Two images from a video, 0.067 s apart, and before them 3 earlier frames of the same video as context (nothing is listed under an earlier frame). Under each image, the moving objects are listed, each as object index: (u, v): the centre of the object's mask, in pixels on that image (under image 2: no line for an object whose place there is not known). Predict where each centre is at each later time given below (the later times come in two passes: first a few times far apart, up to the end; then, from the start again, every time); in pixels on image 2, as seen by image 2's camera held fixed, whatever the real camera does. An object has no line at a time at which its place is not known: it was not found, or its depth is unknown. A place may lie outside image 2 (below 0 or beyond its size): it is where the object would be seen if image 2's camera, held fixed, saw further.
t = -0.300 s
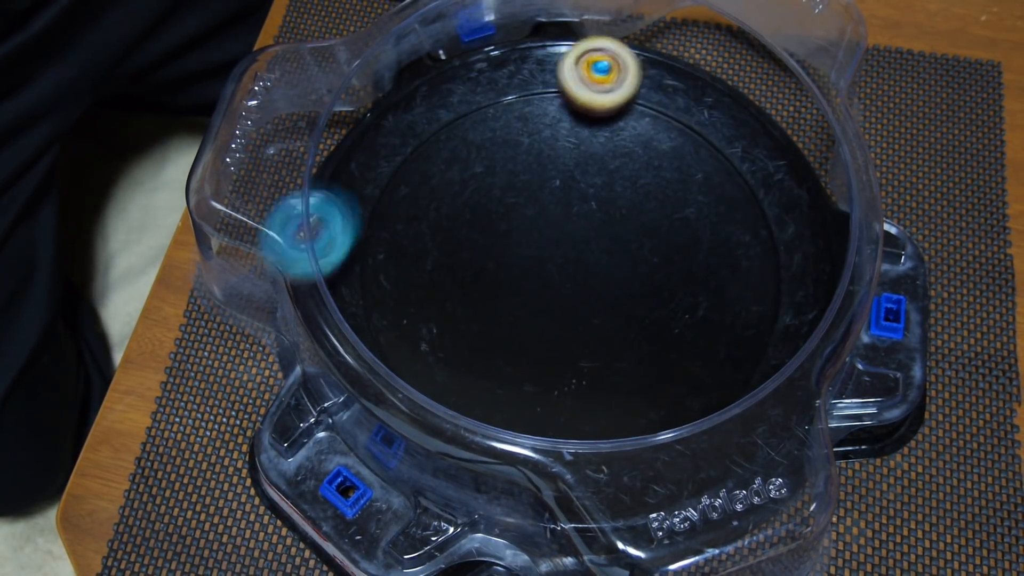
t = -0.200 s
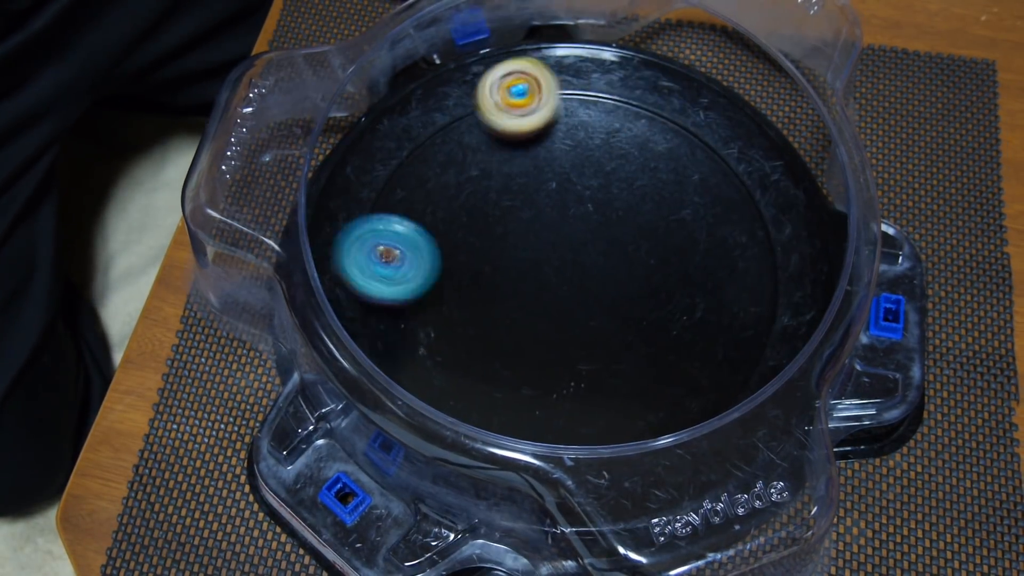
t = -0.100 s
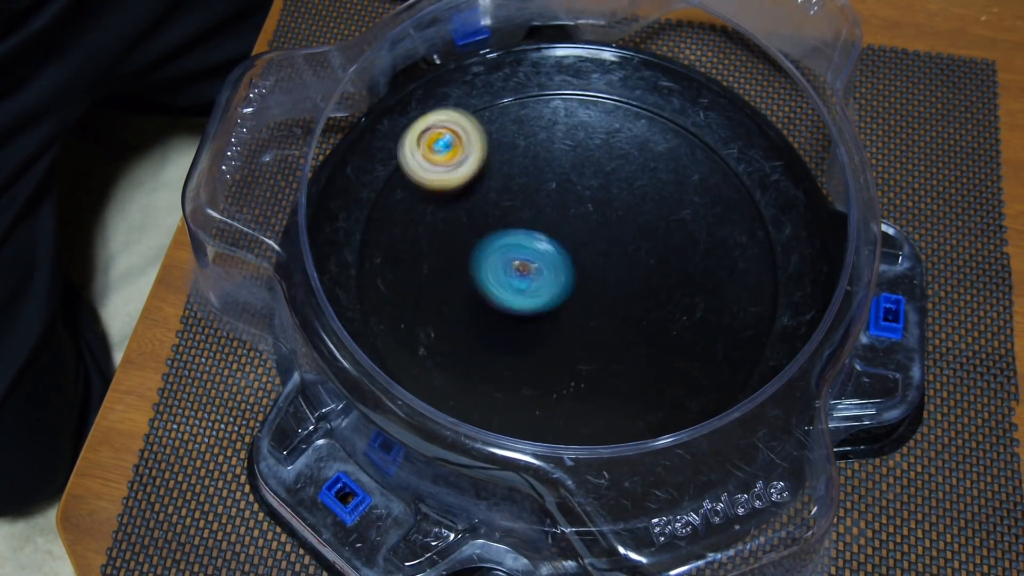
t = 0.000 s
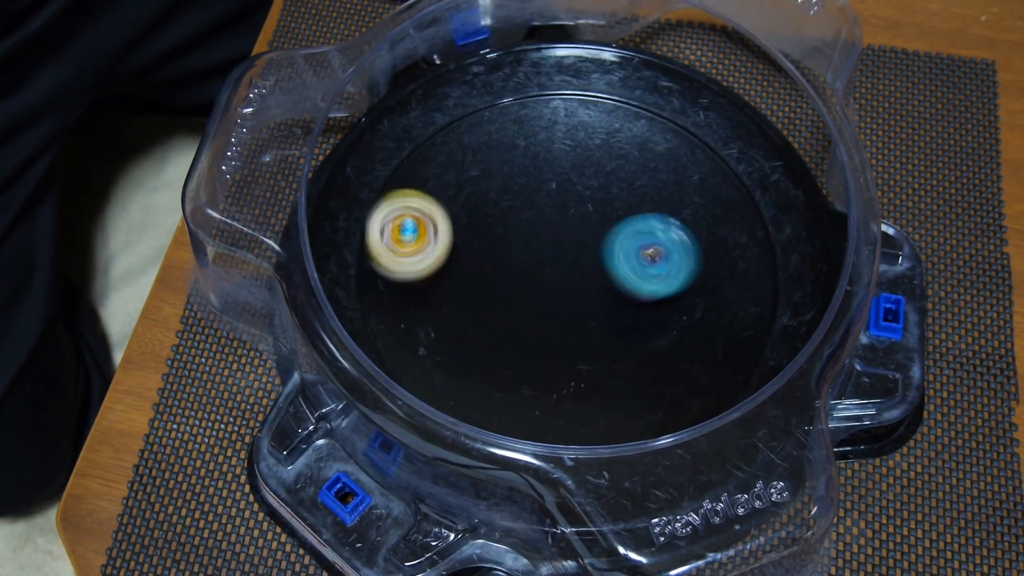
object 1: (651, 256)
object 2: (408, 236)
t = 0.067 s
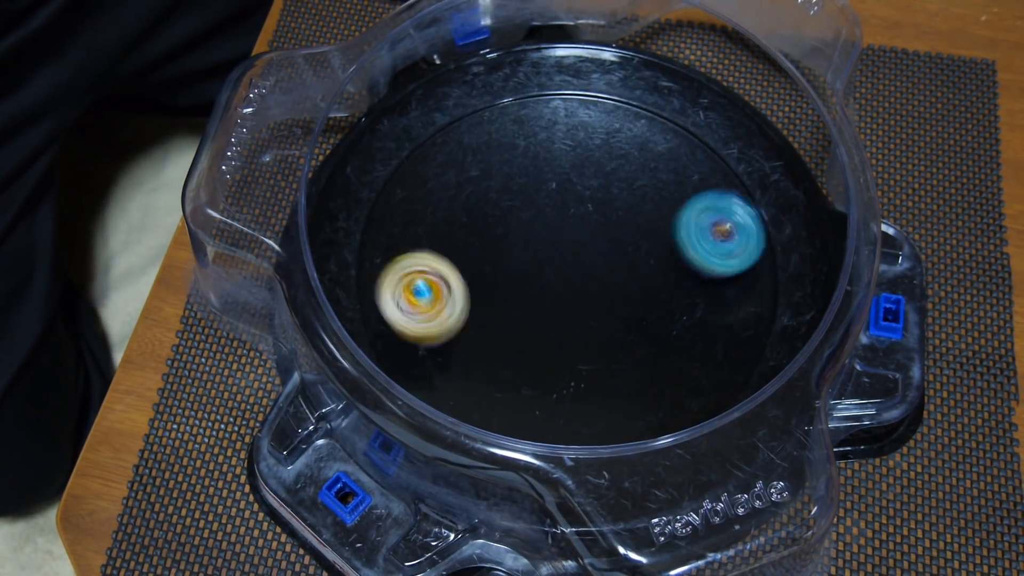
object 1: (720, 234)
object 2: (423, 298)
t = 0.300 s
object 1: (701, 189)
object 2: (631, 387)
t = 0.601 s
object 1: (461, 202)
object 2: (724, 180)
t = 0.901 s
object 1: (545, 311)
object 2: (479, 161)
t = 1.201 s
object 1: (685, 230)
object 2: (516, 385)
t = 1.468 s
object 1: (580, 160)
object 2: (721, 319)
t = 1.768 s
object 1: (528, 320)
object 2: (592, 150)
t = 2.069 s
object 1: (677, 329)
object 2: (436, 269)
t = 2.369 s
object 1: (618, 200)
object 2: (616, 365)
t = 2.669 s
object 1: (473, 281)
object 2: (664, 196)
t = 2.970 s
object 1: (588, 348)
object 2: (494, 171)
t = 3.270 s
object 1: (605, 230)
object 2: (521, 334)
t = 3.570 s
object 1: (480, 244)
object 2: (692, 276)
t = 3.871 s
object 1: (586, 300)
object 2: (594, 161)
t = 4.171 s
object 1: (578, 214)
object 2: (475, 272)
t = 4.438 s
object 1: (548, 239)
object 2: (592, 369)
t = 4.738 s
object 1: (568, 271)
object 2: (680, 239)
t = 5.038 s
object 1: (591, 246)
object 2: (525, 169)
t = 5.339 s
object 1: (580, 253)
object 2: (464, 301)
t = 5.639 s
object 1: (579, 256)
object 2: (641, 331)
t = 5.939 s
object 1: (587, 259)
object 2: (659, 184)
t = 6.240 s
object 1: (578, 265)
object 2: (503, 183)
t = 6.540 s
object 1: (571, 259)
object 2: (524, 334)
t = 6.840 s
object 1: (571, 253)
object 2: (682, 310)
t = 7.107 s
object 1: (572, 251)
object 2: (634, 189)
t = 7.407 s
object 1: (566, 260)
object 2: (483, 204)
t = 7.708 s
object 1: (580, 252)
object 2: (527, 335)
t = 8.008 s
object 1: (587, 255)
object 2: (674, 282)
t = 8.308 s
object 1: (581, 259)
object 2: (612, 170)
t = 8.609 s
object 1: (578, 262)
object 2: (486, 241)
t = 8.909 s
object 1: (581, 262)
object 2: (570, 352)
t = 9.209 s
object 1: (580, 258)
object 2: (673, 268)
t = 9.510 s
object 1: (543, 255)
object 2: (594, 168)
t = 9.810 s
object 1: (558, 290)
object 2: (473, 217)
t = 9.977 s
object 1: (594, 290)
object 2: (490, 287)
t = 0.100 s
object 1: (746, 220)
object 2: (441, 327)
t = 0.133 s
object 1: (762, 208)
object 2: (465, 350)
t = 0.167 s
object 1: (767, 197)
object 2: (493, 371)
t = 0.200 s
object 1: (764, 192)
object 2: (526, 386)
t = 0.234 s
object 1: (749, 191)
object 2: (561, 392)
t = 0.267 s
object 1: (727, 190)
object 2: (596, 393)
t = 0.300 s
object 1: (701, 189)
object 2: (631, 387)
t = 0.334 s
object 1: (671, 188)
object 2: (664, 376)
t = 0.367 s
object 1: (639, 186)
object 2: (691, 359)
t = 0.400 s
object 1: (608, 185)
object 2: (714, 337)
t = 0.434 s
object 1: (577, 184)
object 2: (731, 313)
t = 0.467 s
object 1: (547, 183)
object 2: (742, 284)
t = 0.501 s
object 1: (520, 184)
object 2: (747, 257)
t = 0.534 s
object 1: (496, 187)
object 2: (746, 229)
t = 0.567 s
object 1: (476, 193)
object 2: (737, 203)
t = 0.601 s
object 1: (461, 202)
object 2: (724, 180)
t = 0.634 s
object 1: (451, 215)
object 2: (703, 159)
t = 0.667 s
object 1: (447, 231)
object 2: (680, 143)
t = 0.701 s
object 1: (448, 248)
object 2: (652, 129)
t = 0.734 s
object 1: (455, 264)
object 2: (622, 122)
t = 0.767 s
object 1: (465, 278)
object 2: (591, 119)
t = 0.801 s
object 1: (479, 289)
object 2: (560, 122)
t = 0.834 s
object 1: (497, 298)
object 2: (532, 130)
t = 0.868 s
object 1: (520, 306)
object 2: (504, 143)
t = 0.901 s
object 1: (545, 311)
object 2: (479, 161)
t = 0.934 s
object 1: (572, 312)
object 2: (461, 183)
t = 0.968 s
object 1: (598, 309)
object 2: (447, 208)
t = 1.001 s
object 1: (622, 304)
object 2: (438, 235)
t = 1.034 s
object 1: (642, 296)
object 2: (437, 263)
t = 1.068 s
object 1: (659, 286)
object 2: (441, 291)
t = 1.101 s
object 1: (672, 273)
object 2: (451, 320)
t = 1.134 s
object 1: (681, 260)
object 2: (469, 346)
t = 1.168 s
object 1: (685, 245)
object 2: (488, 366)
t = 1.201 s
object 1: (685, 230)
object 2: (516, 385)
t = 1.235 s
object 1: (682, 215)
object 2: (545, 396)
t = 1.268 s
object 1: (676, 199)
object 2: (577, 403)
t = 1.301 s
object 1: (667, 187)
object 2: (607, 401)
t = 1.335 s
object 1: (654, 175)
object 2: (639, 395)
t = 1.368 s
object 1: (639, 167)
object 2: (667, 382)
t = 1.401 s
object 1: (621, 161)
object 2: (691, 365)
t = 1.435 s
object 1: (601, 159)
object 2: (708, 343)
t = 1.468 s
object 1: (580, 160)
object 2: (721, 319)
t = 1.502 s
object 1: (559, 166)
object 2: (726, 293)
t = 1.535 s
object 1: (541, 177)
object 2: (726, 266)
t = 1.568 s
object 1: (526, 191)
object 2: (719, 241)
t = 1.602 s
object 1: (515, 210)
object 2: (707, 217)
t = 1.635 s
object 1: (507, 231)
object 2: (692, 197)
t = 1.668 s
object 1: (504, 253)
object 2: (670, 180)
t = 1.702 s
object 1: (507, 276)
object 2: (646, 166)
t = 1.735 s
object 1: (515, 299)
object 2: (620, 157)
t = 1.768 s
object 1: (528, 320)
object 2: (592, 150)
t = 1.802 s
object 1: (546, 338)
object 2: (565, 149)
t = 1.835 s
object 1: (566, 351)
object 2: (536, 152)
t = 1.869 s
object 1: (586, 359)
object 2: (511, 159)
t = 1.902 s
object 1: (605, 364)
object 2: (487, 171)
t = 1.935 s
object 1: (622, 365)
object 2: (469, 186)
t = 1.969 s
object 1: (637, 362)
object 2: (453, 204)
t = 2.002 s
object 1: (651, 354)
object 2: (443, 225)
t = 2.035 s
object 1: (664, 343)
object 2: (437, 247)
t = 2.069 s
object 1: (677, 329)
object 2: (436, 269)
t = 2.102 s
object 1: (686, 314)
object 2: (441, 293)
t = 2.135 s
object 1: (690, 299)
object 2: (452, 315)
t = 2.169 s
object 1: (691, 282)
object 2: (468, 336)
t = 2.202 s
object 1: (689, 264)
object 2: (486, 352)
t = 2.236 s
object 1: (683, 246)
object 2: (510, 365)
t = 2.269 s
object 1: (671, 229)
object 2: (537, 373)
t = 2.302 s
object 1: (656, 216)
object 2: (563, 376)
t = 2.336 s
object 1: (638, 206)
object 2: (590, 373)
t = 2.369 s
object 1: (618, 200)
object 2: (616, 365)
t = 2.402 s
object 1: (595, 197)
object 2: (638, 352)
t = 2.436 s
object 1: (571, 198)
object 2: (658, 336)
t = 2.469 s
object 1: (550, 202)
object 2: (672, 318)
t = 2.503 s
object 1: (529, 209)
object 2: (683, 297)
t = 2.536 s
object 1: (510, 220)
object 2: (686, 274)
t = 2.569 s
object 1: (494, 234)
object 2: (687, 253)
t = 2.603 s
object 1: (483, 249)
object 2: (684, 232)
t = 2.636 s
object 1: (475, 265)
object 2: (675, 213)
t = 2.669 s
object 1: (473, 281)
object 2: (664, 196)
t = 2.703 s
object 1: (475, 297)
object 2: (649, 180)
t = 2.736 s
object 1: (481, 310)
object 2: (632, 168)
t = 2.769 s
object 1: (489, 321)
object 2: (612, 159)
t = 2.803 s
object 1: (501, 331)
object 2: (592, 152)
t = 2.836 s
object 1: (515, 339)
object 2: (571, 148)
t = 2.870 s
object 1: (532, 345)
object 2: (550, 149)
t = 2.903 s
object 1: (550, 350)
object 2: (530, 153)
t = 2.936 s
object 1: (570, 351)
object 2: (511, 160)
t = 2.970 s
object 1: (588, 348)
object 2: (494, 171)
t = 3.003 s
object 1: (605, 341)
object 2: (481, 186)
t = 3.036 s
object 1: (619, 329)
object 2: (470, 203)
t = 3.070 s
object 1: (629, 316)
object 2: (463, 223)
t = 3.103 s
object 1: (636, 301)
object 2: (462, 244)
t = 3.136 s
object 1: (638, 287)
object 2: (465, 265)
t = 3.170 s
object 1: (636, 271)
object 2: (471, 284)
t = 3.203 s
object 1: (629, 256)
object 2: (484, 303)
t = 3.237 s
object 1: (618, 242)
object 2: (501, 320)
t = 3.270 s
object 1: (605, 230)
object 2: (521, 334)
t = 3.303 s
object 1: (590, 220)
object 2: (545, 342)
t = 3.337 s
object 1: (571, 213)
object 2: (568, 347)
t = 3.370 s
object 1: (553, 208)
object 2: (592, 348)
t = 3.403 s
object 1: (535, 207)
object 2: (616, 344)
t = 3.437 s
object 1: (520, 207)
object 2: (639, 336)
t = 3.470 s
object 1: (505, 212)
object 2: (657, 324)
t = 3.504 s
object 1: (494, 220)
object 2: (672, 310)
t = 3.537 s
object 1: (485, 231)
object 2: (684, 294)
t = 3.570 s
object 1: (480, 244)
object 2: (692, 276)
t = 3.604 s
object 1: (479, 260)
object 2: (697, 257)
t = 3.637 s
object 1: (485, 276)
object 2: (696, 239)
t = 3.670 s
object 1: (495, 289)
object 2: (691, 221)
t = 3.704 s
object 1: (509, 299)
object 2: (682, 206)
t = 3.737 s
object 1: (527, 305)
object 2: (670, 191)
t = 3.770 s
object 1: (545, 308)
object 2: (653, 179)
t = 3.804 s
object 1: (560, 308)
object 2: (636, 170)
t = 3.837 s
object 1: (574, 306)
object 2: (616, 164)
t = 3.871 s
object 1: (586, 300)
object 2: (594, 161)
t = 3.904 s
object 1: (598, 293)
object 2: (571, 161)
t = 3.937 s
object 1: (607, 283)
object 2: (550, 166)
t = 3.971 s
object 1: (613, 271)
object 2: (530, 175)
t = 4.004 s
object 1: (615, 259)
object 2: (513, 186)
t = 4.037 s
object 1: (614, 248)
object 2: (499, 200)
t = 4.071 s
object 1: (609, 236)
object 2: (487, 215)
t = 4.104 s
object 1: (600, 226)
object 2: (479, 233)
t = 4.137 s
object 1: (590, 219)
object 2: (474, 252)
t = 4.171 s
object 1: (578, 214)
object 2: (475, 272)
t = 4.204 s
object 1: (568, 211)
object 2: (478, 291)
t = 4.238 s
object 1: (560, 211)
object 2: (486, 309)
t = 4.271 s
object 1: (553, 213)
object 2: (497, 326)
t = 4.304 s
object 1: (549, 217)
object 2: (513, 341)
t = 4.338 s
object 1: (547, 221)
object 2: (530, 354)
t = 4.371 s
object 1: (546, 227)
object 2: (550, 363)
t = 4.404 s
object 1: (546, 233)
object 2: (571, 368)
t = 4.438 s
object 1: (548, 239)
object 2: (592, 369)
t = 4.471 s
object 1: (550, 244)
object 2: (614, 365)
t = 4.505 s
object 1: (553, 250)
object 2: (634, 359)
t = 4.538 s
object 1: (556, 255)
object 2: (651, 348)
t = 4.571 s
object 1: (559, 261)
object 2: (667, 334)
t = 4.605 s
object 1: (562, 266)
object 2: (677, 317)
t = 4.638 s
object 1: (564, 269)
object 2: (686, 298)
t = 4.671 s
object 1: (564, 272)
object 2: (687, 279)
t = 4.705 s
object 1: (565, 272)
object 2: (687, 258)
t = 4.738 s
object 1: (568, 271)
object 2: (680, 239)
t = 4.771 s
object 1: (572, 269)
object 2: (671, 220)
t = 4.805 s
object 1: (577, 267)
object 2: (658, 205)
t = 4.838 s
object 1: (582, 263)
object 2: (642, 191)
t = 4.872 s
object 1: (585, 259)
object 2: (625, 181)
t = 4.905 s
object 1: (589, 255)
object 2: (606, 172)
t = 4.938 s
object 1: (590, 252)
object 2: (586, 168)
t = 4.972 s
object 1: (591, 250)
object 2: (565, 165)
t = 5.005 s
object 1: (591, 247)
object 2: (545, 166)
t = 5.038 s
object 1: (591, 246)
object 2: (525, 169)
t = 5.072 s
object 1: (591, 245)
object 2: (507, 176)
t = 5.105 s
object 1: (590, 245)
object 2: (490, 185)
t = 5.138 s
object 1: (589, 245)
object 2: (476, 196)
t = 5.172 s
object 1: (588, 246)
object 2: (465, 211)
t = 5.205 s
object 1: (586, 247)
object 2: (457, 227)
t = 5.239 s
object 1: (585, 248)
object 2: (452, 245)
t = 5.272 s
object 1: (583, 250)
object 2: (452, 264)
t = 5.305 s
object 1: (582, 251)
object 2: (456, 282)
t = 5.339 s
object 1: (580, 253)
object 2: (464, 301)
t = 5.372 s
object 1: (579, 254)
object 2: (477, 317)
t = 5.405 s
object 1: (579, 254)
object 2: (493, 331)
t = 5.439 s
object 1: (578, 255)
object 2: (514, 343)
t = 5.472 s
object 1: (577, 255)
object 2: (534, 350)
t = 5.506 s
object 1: (577, 256)
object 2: (558, 354)
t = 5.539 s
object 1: (577, 256)
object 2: (581, 354)
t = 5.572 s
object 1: (577, 256)
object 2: (603, 349)
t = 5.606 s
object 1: (578, 256)
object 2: (624, 342)
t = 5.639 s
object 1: (579, 256)
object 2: (641, 331)
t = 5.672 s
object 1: (580, 256)
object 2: (658, 317)
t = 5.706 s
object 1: (580, 255)
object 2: (670, 302)
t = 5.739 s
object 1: (582, 255)
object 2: (679, 284)
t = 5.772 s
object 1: (583, 255)
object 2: (684, 267)
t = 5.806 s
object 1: (584, 255)
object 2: (685, 249)
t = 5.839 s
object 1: (586, 256)
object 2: (684, 230)
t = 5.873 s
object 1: (586, 257)
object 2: (679, 214)
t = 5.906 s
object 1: (587, 258)
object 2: (670, 198)
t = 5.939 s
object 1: (587, 259)
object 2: (659, 184)
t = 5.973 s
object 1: (587, 260)
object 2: (645, 173)
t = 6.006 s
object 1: (586, 262)
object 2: (629, 163)
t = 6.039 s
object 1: (585, 263)
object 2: (612, 157)
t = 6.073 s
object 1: (584, 264)
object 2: (593, 153)
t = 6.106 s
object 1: (583, 264)
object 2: (573, 152)
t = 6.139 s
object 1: (582, 265)
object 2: (554, 155)
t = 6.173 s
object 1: (581, 265)
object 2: (536, 160)
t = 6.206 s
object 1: (579, 265)
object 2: (518, 171)
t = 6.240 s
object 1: (578, 265)
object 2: (503, 183)
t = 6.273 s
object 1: (576, 265)
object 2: (492, 197)
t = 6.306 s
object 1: (576, 264)
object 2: (482, 214)
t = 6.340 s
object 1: (574, 264)
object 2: (478, 233)
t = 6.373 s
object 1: (573, 264)
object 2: (477, 252)
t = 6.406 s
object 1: (572, 264)
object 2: (479, 271)
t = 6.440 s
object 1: (572, 262)
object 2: (486, 289)
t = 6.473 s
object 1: (571, 262)
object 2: (495, 306)
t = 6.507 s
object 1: (571, 260)
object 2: (508, 321)
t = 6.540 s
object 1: (571, 259)
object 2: (524, 334)
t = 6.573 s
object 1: (570, 258)
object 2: (541, 345)
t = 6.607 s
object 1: (570, 257)
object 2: (562, 351)
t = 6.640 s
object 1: (570, 255)
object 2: (581, 356)
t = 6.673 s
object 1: (570, 254)
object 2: (601, 357)
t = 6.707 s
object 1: (570, 253)
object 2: (622, 353)
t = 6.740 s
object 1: (571, 253)
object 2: (641, 347)
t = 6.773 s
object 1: (571, 253)
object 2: (656, 338)
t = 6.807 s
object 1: (571, 252)
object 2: (672, 324)
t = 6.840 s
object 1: (571, 253)
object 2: (682, 310)
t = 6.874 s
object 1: (570, 252)
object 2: (687, 294)
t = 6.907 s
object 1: (570, 252)
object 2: (691, 276)
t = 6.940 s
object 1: (570, 252)
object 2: (691, 258)
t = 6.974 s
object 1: (571, 251)
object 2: (684, 241)
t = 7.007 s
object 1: (570, 251)
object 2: (677, 224)
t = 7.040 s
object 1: (571, 251)
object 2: (665, 211)
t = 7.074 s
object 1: (571, 251)
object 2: (649, 199)
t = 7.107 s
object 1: (572, 251)
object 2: (634, 189)
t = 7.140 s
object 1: (573, 252)
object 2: (616, 182)
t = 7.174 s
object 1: (572, 253)
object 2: (597, 176)
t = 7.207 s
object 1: (571, 256)
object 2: (579, 172)
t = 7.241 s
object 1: (570, 258)
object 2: (561, 171)
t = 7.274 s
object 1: (569, 260)
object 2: (543, 172)
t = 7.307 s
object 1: (568, 261)
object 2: (525, 177)
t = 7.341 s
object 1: (566, 261)
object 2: (510, 183)
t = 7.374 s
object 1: (566, 260)
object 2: (496, 193)
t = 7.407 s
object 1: (566, 260)
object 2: (483, 204)
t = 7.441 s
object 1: (566, 259)
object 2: (475, 218)
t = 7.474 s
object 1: (567, 258)
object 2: (469, 234)
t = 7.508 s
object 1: (568, 257)
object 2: (466, 251)
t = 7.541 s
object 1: (570, 256)
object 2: (468, 267)
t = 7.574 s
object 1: (571, 255)
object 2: (472, 284)
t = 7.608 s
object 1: (573, 254)
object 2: (481, 300)
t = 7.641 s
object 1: (576, 253)
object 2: (495, 313)
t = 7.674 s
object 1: (577, 253)
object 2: (509, 326)
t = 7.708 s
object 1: (580, 252)
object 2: (527, 335)
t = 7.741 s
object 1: (581, 252)
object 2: (548, 340)
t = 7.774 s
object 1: (582, 252)
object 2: (567, 343)
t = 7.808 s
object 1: (585, 253)
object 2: (587, 342)
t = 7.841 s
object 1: (585, 253)
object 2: (606, 339)
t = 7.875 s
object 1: (586, 253)
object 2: (626, 331)
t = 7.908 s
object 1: (587, 254)
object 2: (641, 322)
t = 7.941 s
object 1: (587, 254)
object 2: (655, 310)
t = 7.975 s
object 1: (587, 254)
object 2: (666, 296)
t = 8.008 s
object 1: (587, 255)
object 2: (674, 282)
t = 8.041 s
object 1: (586, 255)
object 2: (679, 267)
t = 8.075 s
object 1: (585, 255)
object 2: (680, 251)
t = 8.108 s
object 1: (585, 256)
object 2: (679, 235)
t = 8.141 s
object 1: (584, 256)
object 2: (675, 220)
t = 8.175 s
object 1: (583, 256)
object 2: (668, 206)
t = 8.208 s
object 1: (583, 257)
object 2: (655, 193)
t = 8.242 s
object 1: (582, 258)
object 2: (643, 183)
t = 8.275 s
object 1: (581, 258)
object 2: (628, 174)
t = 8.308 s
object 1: (581, 259)
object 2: (612, 170)
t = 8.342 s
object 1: (579, 260)
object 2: (593, 167)
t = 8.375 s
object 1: (579, 261)
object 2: (576, 167)
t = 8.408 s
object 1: (579, 261)
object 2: (558, 170)
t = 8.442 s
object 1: (578, 262)
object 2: (541, 176)
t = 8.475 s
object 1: (577, 262)
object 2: (524, 185)
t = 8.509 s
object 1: (578, 262)
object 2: (511, 196)
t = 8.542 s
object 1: (578, 263)
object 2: (501, 210)
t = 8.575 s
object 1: (577, 263)
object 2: (491, 225)
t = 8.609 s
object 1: (578, 262)
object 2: (486, 241)
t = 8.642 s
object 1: (579, 262)
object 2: (484, 257)
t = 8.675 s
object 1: (579, 262)
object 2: (486, 274)
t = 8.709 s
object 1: (579, 262)
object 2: (489, 290)
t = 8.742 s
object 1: (580, 262)
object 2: (497, 305)
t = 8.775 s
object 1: (580, 262)
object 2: (508, 319)
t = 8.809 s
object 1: (580, 262)
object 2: (521, 331)
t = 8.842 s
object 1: (581, 261)
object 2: (535, 341)
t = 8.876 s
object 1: (581, 262)
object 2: (551, 349)
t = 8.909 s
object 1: (581, 262)
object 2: (570, 352)
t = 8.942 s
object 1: (580, 261)
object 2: (588, 354)
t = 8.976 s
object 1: (581, 261)
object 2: (605, 352)
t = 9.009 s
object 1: (580, 261)
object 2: (622, 347)
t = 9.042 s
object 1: (580, 261)
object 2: (637, 339)
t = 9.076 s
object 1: (579, 260)
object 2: (652, 328)
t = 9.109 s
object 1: (580, 260)
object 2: (662, 315)
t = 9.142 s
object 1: (580, 260)
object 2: (670, 301)
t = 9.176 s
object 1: (580, 259)
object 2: (673, 285)
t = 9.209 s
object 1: (580, 258)
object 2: (673, 268)
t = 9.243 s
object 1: (580, 258)
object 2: (672, 252)
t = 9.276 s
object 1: (575, 257)
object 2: (671, 236)
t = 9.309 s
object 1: (567, 257)
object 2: (669, 223)
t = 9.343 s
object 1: (560, 257)
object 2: (661, 209)
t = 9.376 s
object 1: (555, 256)
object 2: (651, 197)
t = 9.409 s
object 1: (551, 256)
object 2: (640, 187)
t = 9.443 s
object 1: (547, 256)
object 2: (626, 178)
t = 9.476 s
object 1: (545, 255)
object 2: (611, 172)
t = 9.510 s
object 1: (543, 255)
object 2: (594, 168)
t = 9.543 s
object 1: (543, 255)
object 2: (576, 167)
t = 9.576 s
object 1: (543, 255)
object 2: (560, 169)
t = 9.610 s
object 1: (544, 255)
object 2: (543, 173)
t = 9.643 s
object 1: (544, 263)
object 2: (529, 174)
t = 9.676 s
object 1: (545, 271)
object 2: (515, 176)
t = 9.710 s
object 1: (548, 278)
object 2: (500, 181)
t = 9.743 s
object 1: (551, 283)
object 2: (489, 190)
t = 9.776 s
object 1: (554, 287)
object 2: (478, 202)
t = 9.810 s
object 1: (558, 290)
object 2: (473, 217)
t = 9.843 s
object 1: (562, 290)
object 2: (471, 233)
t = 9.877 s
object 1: (567, 289)
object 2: (475, 249)
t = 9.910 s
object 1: (571, 288)
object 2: (483, 265)
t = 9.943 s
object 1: (583, 290)
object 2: (484, 276)
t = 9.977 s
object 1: (594, 290)
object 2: (490, 287)
